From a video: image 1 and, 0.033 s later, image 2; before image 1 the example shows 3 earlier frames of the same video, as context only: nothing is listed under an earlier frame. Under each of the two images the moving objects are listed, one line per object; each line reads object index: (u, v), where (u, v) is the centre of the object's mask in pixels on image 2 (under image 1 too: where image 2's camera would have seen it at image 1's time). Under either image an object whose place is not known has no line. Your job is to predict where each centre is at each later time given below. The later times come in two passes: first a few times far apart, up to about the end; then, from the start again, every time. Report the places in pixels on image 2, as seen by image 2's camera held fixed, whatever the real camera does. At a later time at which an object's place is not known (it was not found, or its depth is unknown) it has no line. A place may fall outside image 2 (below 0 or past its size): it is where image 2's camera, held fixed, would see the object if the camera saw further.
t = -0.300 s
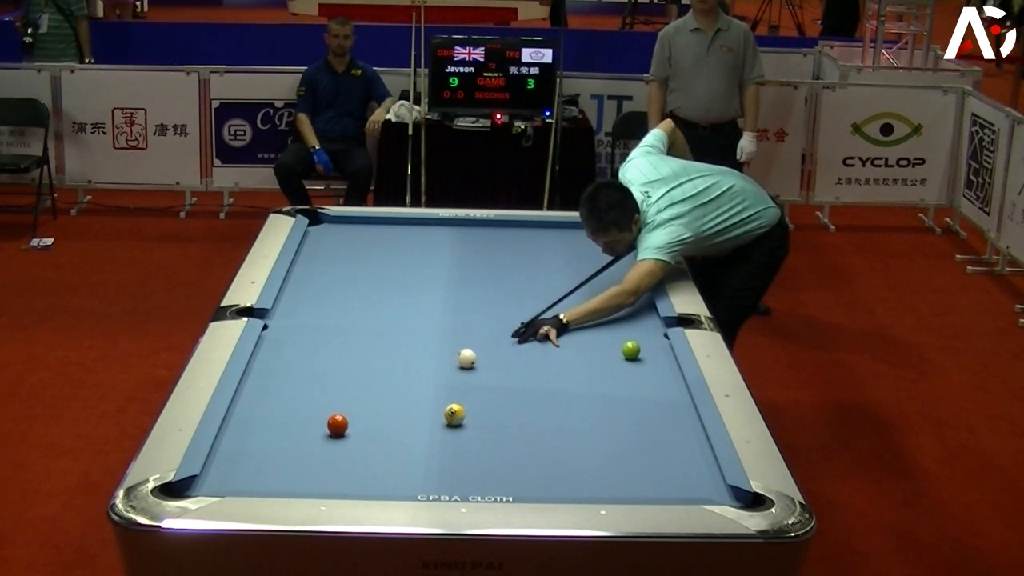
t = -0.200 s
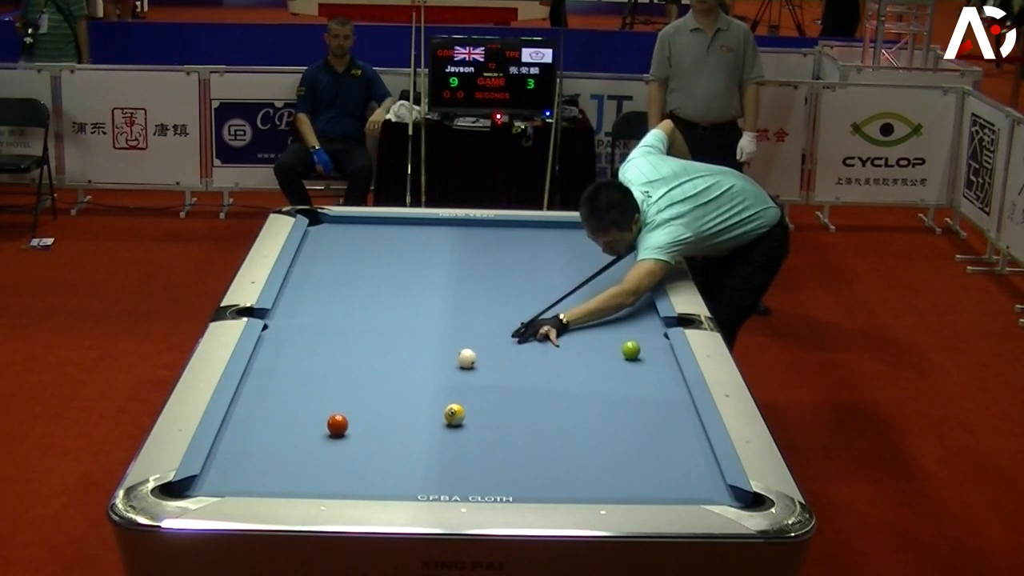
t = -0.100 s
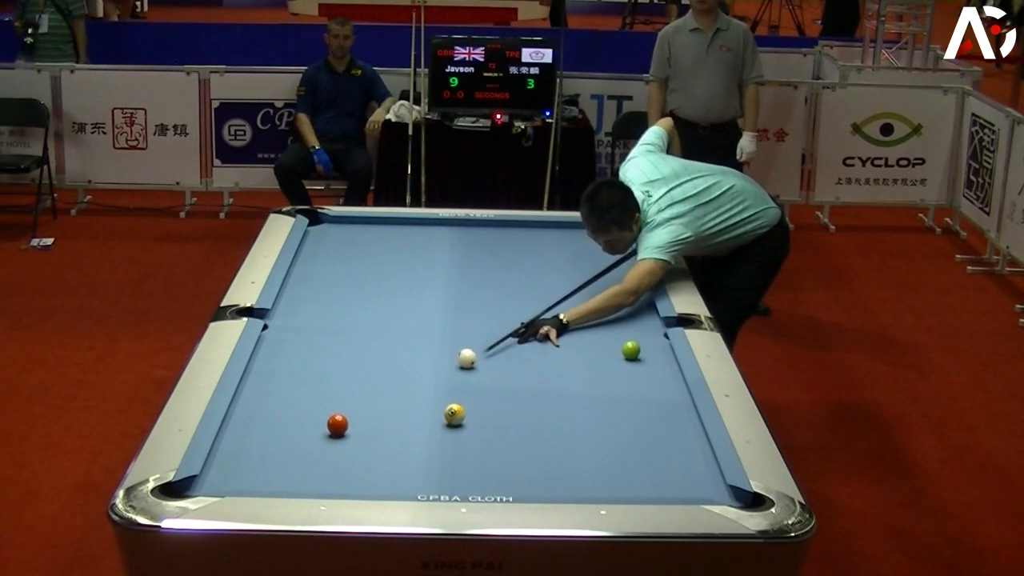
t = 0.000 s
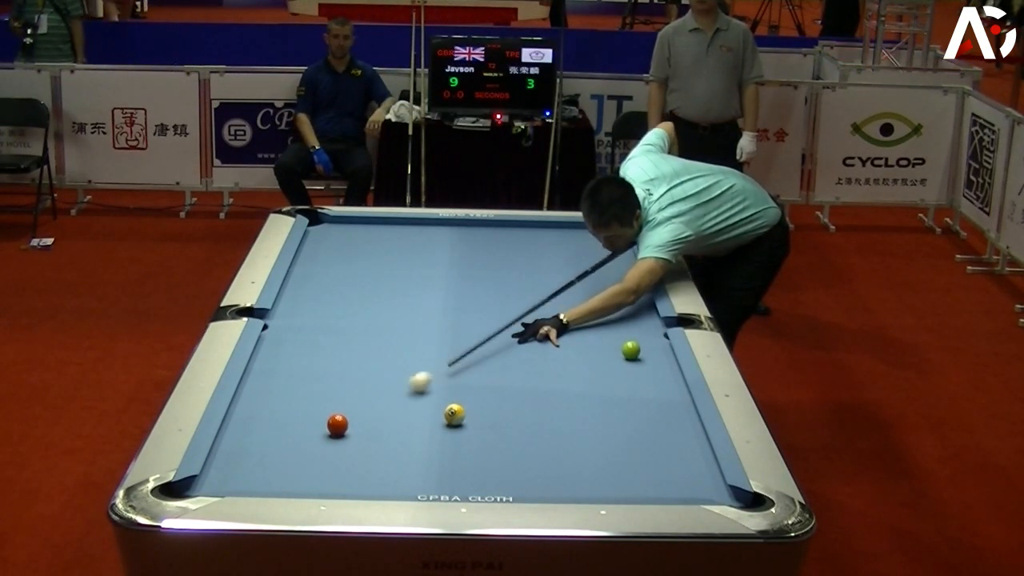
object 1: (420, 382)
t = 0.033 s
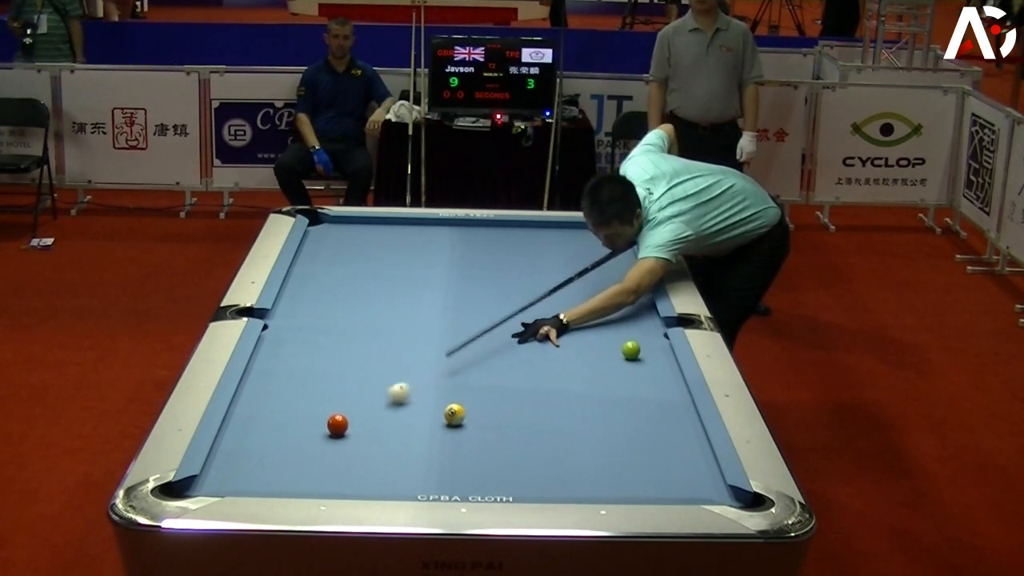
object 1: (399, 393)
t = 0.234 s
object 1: (355, 418)
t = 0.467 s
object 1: (378, 408)
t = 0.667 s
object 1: (401, 398)
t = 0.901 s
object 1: (425, 386)
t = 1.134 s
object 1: (448, 376)
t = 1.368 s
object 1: (469, 367)
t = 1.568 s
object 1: (485, 359)
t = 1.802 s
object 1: (503, 351)
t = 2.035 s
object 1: (520, 344)
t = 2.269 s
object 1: (535, 337)
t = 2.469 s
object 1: (547, 332)
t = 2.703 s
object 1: (560, 326)
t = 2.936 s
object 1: (572, 321)
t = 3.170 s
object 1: (583, 316)
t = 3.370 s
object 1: (591, 312)
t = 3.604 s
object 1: (600, 308)
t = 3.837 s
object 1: (609, 305)
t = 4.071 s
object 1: (615, 302)
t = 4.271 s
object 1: (621, 300)
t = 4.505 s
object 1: (626, 298)
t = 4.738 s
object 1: (632, 295)
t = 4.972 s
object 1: (635, 294)
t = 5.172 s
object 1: (638, 293)
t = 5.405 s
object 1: (641, 291)
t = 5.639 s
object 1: (641, 290)
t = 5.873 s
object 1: (640, 290)
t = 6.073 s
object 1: (640, 290)
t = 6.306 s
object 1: (640, 290)
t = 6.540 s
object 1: (640, 290)
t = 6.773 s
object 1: (640, 290)
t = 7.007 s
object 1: (640, 291)
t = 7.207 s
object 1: (640, 290)
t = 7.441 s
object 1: (640, 291)
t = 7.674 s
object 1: (640, 290)
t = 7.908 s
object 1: (640, 290)
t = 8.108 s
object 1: (640, 290)
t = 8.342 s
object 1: (640, 290)
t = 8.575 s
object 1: (640, 290)
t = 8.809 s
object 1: (640, 290)
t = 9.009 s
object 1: (640, 290)
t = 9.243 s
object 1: (640, 290)
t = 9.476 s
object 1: (640, 290)
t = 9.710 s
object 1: (640, 290)
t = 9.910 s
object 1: (640, 290)
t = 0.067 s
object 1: (377, 404)
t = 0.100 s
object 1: (356, 415)
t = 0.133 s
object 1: (351, 419)
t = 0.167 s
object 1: (352, 419)
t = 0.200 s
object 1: (353, 419)
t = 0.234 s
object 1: (355, 418)
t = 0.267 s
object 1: (357, 417)
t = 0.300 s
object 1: (360, 416)
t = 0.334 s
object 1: (363, 415)
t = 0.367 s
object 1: (366, 413)
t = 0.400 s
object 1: (370, 412)
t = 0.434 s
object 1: (374, 410)
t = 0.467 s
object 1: (378, 408)
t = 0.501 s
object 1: (382, 406)
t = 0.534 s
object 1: (386, 404)
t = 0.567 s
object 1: (390, 403)
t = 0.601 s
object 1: (393, 401)
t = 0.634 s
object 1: (398, 399)
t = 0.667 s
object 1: (401, 398)
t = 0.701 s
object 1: (405, 396)
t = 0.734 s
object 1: (408, 394)
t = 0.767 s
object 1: (412, 392)
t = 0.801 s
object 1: (415, 391)
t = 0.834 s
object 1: (418, 389)
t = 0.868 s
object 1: (422, 388)
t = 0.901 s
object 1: (425, 386)
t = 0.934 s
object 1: (429, 385)
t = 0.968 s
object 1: (432, 383)
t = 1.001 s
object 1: (435, 382)
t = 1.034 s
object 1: (439, 381)
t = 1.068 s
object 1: (442, 379)
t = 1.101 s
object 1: (445, 378)
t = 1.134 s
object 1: (448, 376)
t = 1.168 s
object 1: (451, 375)
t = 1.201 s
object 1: (454, 374)
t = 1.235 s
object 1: (457, 372)
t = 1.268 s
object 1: (460, 371)
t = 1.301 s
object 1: (463, 369)
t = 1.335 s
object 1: (466, 368)
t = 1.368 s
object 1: (469, 367)
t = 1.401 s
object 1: (471, 365)
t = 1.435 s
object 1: (475, 364)
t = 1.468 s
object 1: (477, 363)
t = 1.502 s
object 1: (480, 362)
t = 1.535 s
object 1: (483, 361)
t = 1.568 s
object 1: (485, 359)
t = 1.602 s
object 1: (488, 358)
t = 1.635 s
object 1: (491, 357)
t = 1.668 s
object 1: (493, 356)
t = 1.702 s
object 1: (496, 354)
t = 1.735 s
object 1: (498, 353)
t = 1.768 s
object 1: (501, 352)
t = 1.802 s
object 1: (503, 351)
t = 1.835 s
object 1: (506, 350)
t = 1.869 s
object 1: (508, 349)
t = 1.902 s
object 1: (511, 348)
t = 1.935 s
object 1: (513, 347)
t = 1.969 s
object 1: (515, 346)
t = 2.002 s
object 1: (517, 345)
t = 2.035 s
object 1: (520, 344)
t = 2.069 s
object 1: (522, 343)
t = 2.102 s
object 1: (524, 342)
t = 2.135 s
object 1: (526, 341)
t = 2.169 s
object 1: (528, 340)
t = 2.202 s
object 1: (531, 339)
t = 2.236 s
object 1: (533, 338)
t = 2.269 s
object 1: (535, 337)
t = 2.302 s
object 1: (537, 336)
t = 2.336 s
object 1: (539, 335)
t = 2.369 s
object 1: (541, 334)
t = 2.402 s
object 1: (544, 333)
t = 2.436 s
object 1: (546, 333)
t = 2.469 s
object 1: (547, 332)
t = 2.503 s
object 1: (549, 331)
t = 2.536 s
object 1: (551, 330)
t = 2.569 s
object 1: (553, 329)
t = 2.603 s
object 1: (554, 328)
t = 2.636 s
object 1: (557, 327)
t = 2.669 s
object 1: (558, 327)
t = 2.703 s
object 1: (560, 326)
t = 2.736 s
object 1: (562, 325)
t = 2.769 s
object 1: (564, 324)
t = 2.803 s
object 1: (565, 324)
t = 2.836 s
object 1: (567, 323)
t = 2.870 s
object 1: (569, 322)
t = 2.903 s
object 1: (570, 321)
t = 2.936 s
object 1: (572, 321)
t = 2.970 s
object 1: (574, 320)
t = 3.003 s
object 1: (575, 319)
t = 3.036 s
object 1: (577, 319)
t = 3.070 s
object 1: (579, 318)
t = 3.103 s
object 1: (580, 317)
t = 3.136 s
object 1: (581, 317)
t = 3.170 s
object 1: (583, 316)
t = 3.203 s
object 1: (584, 315)
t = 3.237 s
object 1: (586, 315)
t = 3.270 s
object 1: (587, 314)
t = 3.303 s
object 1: (589, 313)
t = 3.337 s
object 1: (590, 313)
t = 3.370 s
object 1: (591, 312)
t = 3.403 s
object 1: (593, 311)
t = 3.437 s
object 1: (594, 311)
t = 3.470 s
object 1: (595, 310)
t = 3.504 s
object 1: (597, 310)
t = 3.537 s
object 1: (598, 309)
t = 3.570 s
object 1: (599, 309)
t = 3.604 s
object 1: (600, 308)
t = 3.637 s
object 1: (602, 308)
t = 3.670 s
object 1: (603, 307)
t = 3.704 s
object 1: (604, 307)
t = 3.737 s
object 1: (605, 306)
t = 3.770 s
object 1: (606, 306)
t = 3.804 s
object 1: (607, 305)
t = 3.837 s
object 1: (609, 305)
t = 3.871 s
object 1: (610, 305)
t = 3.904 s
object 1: (611, 304)
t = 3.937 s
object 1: (611, 304)
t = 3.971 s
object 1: (612, 303)
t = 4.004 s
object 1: (613, 303)
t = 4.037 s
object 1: (614, 302)
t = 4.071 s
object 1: (615, 302)
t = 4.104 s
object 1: (617, 302)
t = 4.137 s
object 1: (618, 301)
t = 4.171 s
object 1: (618, 301)
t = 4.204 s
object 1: (619, 300)
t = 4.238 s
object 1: (620, 300)
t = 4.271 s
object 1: (621, 300)
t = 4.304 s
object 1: (622, 299)
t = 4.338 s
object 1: (622, 299)
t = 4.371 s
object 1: (623, 299)
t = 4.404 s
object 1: (624, 298)
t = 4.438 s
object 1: (625, 298)
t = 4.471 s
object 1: (625, 298)
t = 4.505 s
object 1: (626, 298)
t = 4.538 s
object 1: (627, 297)
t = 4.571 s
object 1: (628, 297)
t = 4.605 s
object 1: (629, 297)
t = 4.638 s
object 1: (629, 296)
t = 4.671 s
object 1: (630, 296)
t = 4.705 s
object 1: (631, 296)
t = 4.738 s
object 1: (632, 295)
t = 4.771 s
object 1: (632, 295)
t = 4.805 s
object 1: (633, 295)
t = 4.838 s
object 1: (633, 295)
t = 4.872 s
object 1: (634, 295)
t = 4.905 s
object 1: (634, 294)
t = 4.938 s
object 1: (635, 294)
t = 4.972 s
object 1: (635, 294)
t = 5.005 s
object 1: (636, 294)
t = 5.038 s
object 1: (636, 293)
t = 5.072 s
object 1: (637, 293)
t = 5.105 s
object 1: (637, 293)
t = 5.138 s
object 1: (638, 293)
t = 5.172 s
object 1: (638, 293)
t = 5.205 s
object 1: (638, 292)
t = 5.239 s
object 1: (638, 292)
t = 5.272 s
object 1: (639, 292)
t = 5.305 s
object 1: (639, 292)
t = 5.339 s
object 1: (640, 292)
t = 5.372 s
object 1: (640, 292)
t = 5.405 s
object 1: (641, 291)
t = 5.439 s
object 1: (641, 291)
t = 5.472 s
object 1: (641, 291)
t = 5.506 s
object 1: (641, 291)
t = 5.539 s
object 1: (641, 291)
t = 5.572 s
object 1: (641, 291)
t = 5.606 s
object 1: (641, 291)
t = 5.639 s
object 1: (641, 290)
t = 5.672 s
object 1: (641, 290)
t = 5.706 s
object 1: (640, 290)
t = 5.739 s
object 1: (640, 290)
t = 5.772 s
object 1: (640, 290)
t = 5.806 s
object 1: (640, 290)
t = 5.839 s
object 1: (640, 290)
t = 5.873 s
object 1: (640, 290)
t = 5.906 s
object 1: (640, 290)
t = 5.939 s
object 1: (640, 290)
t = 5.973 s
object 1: (640, 290)
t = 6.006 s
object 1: (640, 290)
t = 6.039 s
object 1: (640, 290)
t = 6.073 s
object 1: (640, 290)
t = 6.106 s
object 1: (640, 290)
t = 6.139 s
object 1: (640, 291)
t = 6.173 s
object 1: (640, 290)
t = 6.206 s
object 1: (640, 290)
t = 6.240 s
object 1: (640, 290)
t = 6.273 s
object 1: (640, 290)
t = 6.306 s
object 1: (640, 290)
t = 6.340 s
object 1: (640, 290)
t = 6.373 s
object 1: (640, 290)
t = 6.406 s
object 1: (640, 290)
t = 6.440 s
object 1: (640, 290)
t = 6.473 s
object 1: (640, 290)
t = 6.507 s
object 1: (640, 290)
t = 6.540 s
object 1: (640, 290)
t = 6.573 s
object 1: (640, 290)
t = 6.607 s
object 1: (640, 291)
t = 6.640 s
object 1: (640, 291)
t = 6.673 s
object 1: (640, 291)
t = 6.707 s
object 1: (640, 291)
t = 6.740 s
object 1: (640, 291)
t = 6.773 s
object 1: (640, 290)
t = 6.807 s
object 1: (640, 291)
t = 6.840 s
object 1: (640, 291)
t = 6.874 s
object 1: (640, 291)
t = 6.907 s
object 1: (640, 291)
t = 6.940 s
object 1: (640, 291)
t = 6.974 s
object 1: (640, 291)
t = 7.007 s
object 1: (640, 291)
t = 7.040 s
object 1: (640, 290)
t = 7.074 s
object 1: (640, 291)
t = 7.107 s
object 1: (640, 291)
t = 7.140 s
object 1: (640, 290)
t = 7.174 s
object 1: (640, 291)
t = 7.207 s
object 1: (640, 290)
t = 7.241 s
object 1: (640, 290)
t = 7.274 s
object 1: (640, 291)
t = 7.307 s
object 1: (640, 291)
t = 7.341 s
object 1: (640, 291)
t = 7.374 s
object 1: (640, 291)
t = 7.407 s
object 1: (640, 291)
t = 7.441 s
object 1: (640, 291)
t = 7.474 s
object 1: (640, 291)
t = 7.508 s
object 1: (640, 290)
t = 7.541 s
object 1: (640, 290)
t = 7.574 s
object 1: (640, 290)
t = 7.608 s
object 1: (640, 290)
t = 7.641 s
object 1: (640, 290)
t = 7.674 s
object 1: (640, 290)
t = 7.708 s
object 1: (640, 290)
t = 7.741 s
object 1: (640, 290)
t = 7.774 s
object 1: (640, 290)
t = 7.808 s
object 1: (640, 290)
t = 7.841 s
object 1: (640, 290)
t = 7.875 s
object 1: (640, 290)
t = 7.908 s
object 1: (640, 290)
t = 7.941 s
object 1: (640, 290)
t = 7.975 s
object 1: (640, 290)
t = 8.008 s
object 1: (640, 290)
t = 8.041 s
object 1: (640, 290)
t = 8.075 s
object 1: (640, 290)
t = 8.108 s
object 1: (640, 290)
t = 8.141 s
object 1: (640, 290)
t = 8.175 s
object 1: (640, 290)
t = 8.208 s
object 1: (640, 290)
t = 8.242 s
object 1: (640, 290)
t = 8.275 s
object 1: (640, 290)
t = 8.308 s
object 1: (640, 290)
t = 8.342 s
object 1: (640, 290)
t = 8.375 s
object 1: (640, 290)
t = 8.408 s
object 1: (640, 290)
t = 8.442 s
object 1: (640, 290)
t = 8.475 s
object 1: (640, 290)
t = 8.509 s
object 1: (640, 290)
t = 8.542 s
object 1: (640, 290)
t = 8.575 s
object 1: (640, 290)
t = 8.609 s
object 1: (640, 290)
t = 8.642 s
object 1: (640, 290)
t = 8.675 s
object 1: (640, 290)
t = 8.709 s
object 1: (640, 290)
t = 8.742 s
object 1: (640, 290)
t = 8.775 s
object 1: (640, 290)
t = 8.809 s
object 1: (640, 290)
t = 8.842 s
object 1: (640, 290)
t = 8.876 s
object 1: (640, 290)
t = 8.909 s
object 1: (640, 290)
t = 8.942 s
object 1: (640, 290)
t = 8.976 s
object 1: (640, 290)
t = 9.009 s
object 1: (640, 290)
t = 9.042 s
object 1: (640, 290)
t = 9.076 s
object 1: (640, 290)
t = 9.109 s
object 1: (640, 290)
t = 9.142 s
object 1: (640, 290)
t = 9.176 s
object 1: (640, 290)
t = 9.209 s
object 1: (640, 290)
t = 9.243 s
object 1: (640, 290)
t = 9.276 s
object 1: (640, 290)
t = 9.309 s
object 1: (640, 290)
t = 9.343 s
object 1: (640, 290)
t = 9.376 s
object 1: (640, 290)
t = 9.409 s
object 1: (640, 290)
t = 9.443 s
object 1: (640, 290)
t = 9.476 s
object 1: (640, 290)
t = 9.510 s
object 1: (640, 290)
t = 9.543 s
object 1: (640, 290)
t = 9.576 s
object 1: (640, 290)
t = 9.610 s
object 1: (640, 290)
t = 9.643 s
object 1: (640, 290)
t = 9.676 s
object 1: (640, 290)
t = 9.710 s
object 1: (640, 290)
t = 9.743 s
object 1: (640, 290)
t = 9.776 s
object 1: (640, 290)
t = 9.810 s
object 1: (640, 290)
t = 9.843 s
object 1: (640, 290)
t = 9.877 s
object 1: (640, 290)
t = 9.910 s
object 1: (640, 290)
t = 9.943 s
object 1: (640, 290)
